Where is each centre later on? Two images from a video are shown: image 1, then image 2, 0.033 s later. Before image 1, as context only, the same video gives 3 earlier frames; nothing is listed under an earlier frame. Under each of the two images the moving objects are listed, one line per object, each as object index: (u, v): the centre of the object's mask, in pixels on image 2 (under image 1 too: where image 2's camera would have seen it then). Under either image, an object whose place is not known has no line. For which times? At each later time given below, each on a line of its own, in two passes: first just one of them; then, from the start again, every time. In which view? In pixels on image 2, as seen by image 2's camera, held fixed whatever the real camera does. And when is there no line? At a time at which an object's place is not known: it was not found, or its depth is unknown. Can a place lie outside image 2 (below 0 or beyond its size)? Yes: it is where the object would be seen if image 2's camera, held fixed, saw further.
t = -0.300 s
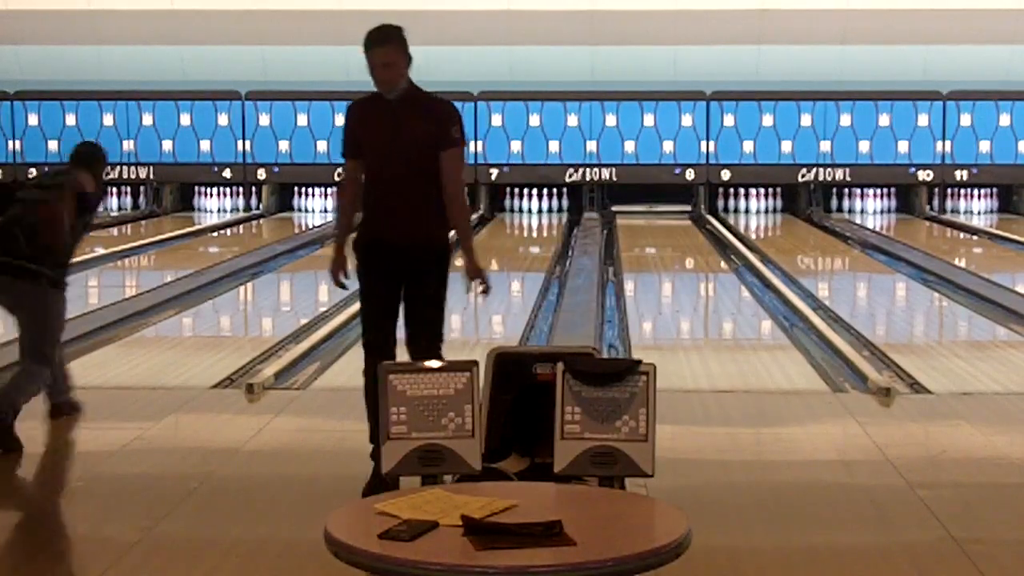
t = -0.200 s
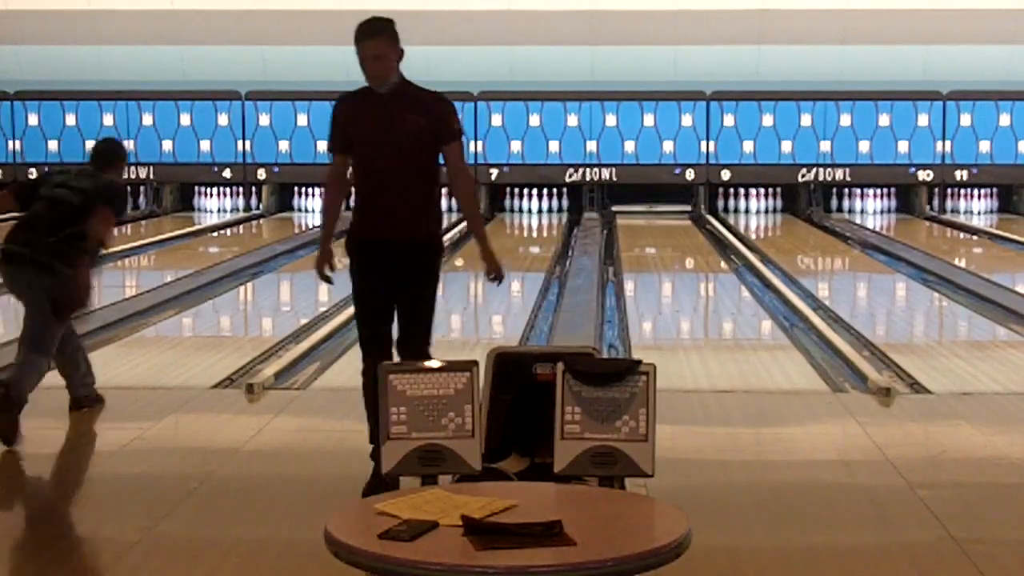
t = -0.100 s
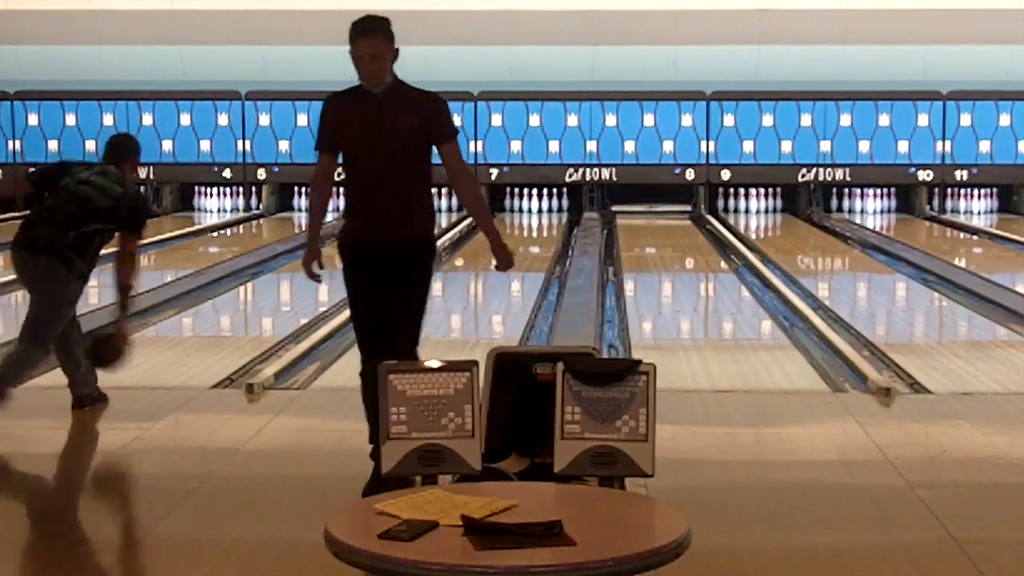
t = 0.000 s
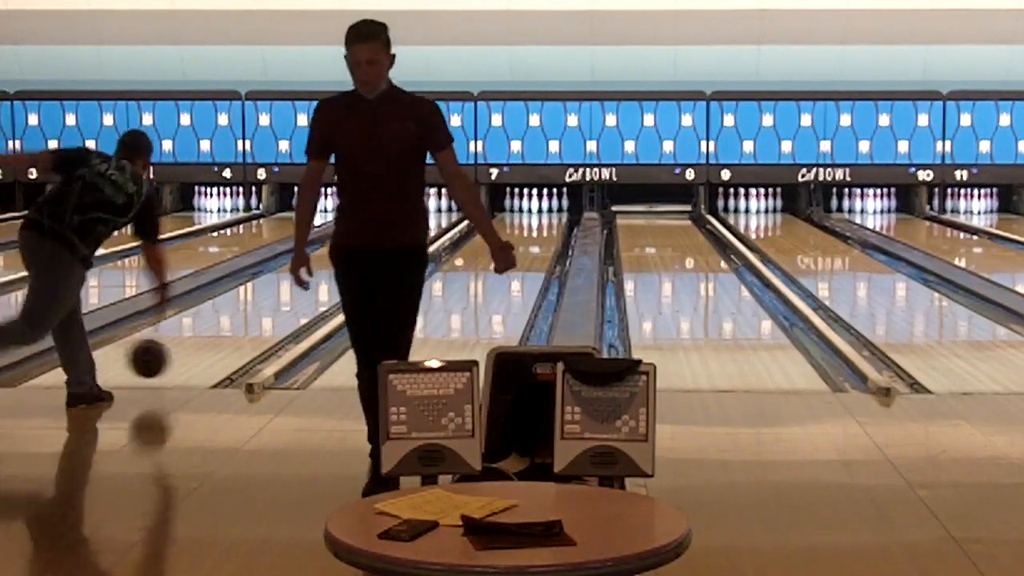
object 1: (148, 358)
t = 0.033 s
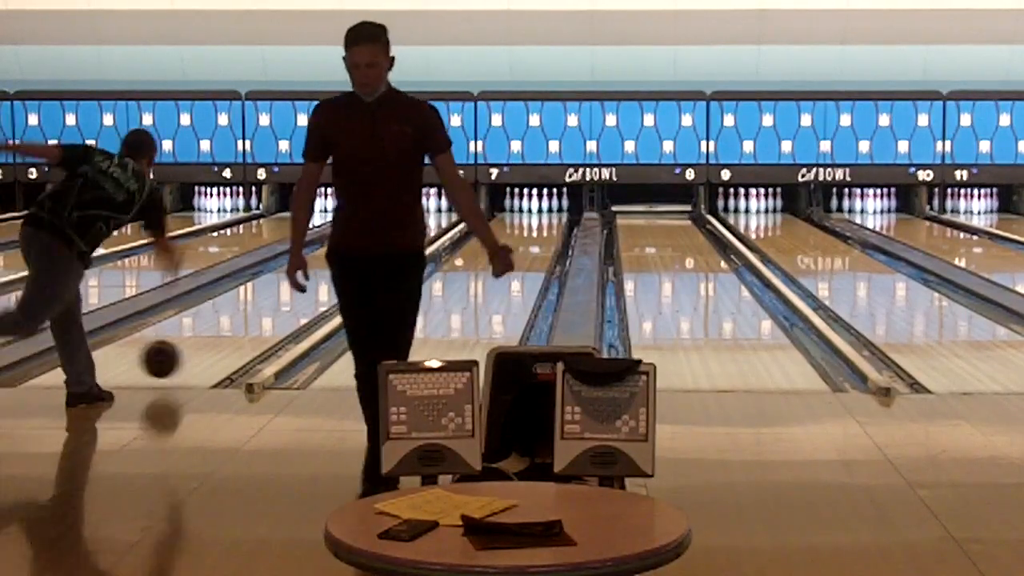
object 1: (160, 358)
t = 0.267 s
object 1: (231, 332)
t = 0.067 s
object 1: (172, 360)
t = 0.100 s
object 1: (183, 356)
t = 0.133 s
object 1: (194, 351)
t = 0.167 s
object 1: (203, 346)
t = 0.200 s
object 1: (213, 341)
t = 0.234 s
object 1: (222, 337)
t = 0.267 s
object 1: (231, 332)
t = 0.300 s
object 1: (240, 328)
